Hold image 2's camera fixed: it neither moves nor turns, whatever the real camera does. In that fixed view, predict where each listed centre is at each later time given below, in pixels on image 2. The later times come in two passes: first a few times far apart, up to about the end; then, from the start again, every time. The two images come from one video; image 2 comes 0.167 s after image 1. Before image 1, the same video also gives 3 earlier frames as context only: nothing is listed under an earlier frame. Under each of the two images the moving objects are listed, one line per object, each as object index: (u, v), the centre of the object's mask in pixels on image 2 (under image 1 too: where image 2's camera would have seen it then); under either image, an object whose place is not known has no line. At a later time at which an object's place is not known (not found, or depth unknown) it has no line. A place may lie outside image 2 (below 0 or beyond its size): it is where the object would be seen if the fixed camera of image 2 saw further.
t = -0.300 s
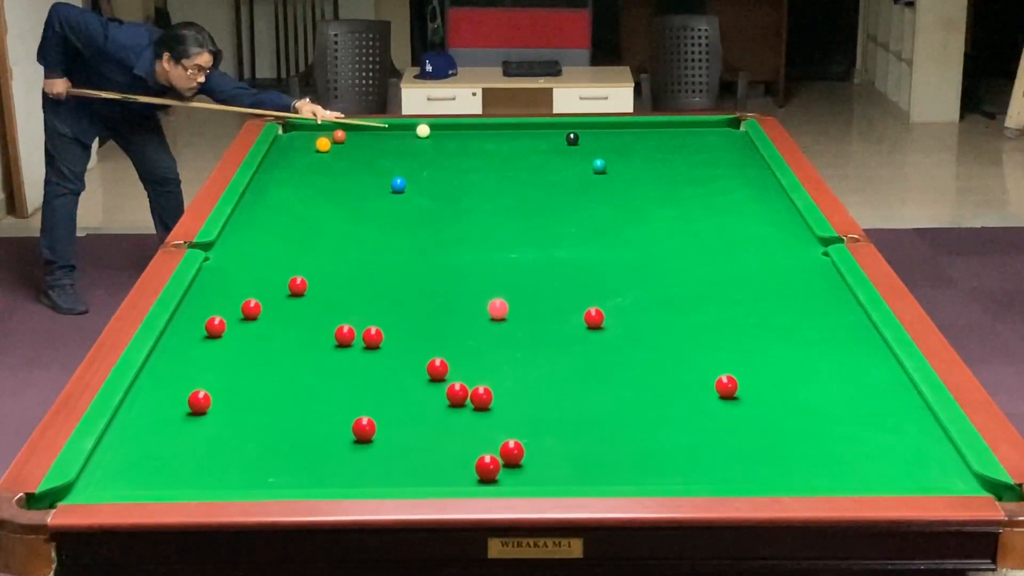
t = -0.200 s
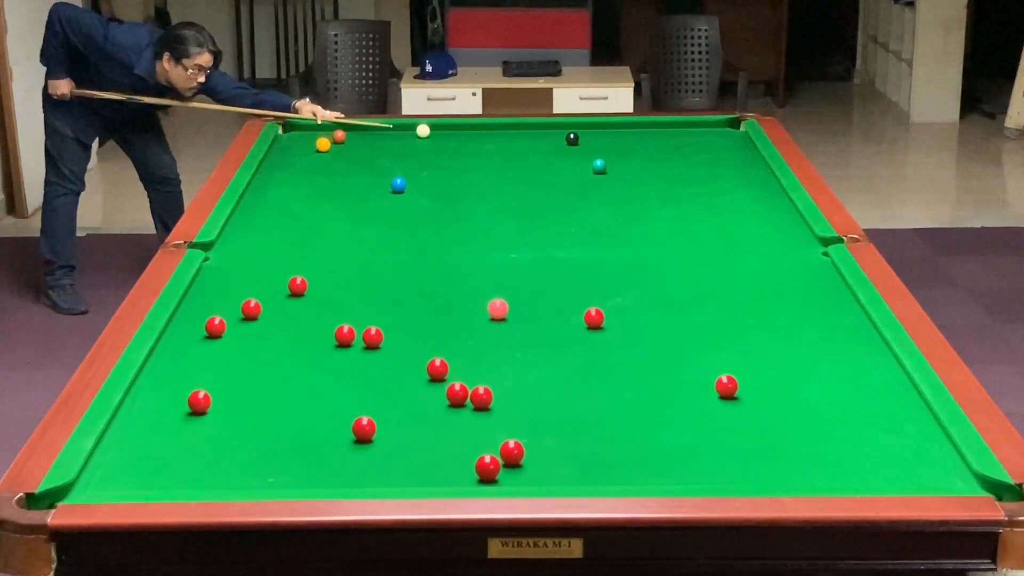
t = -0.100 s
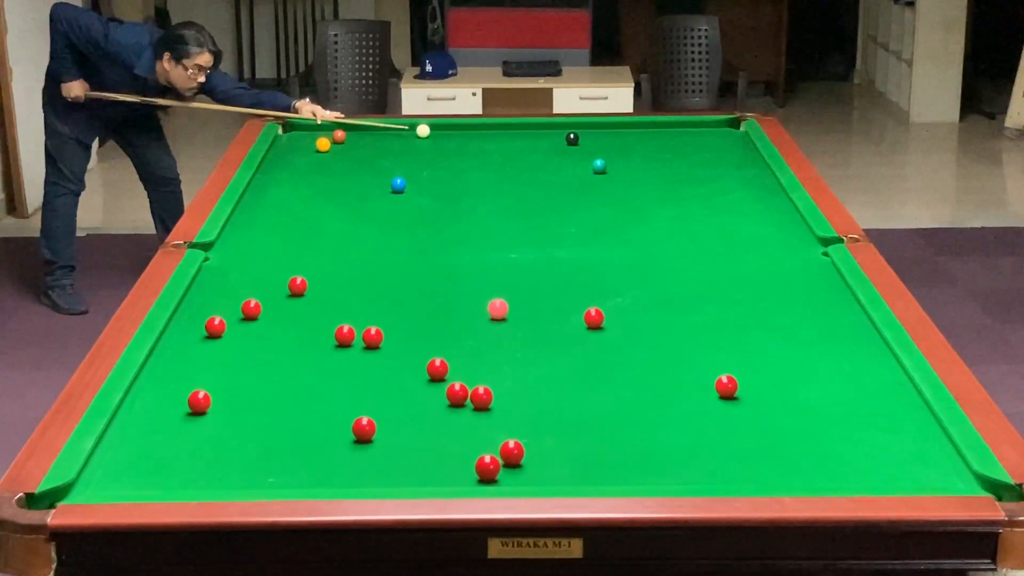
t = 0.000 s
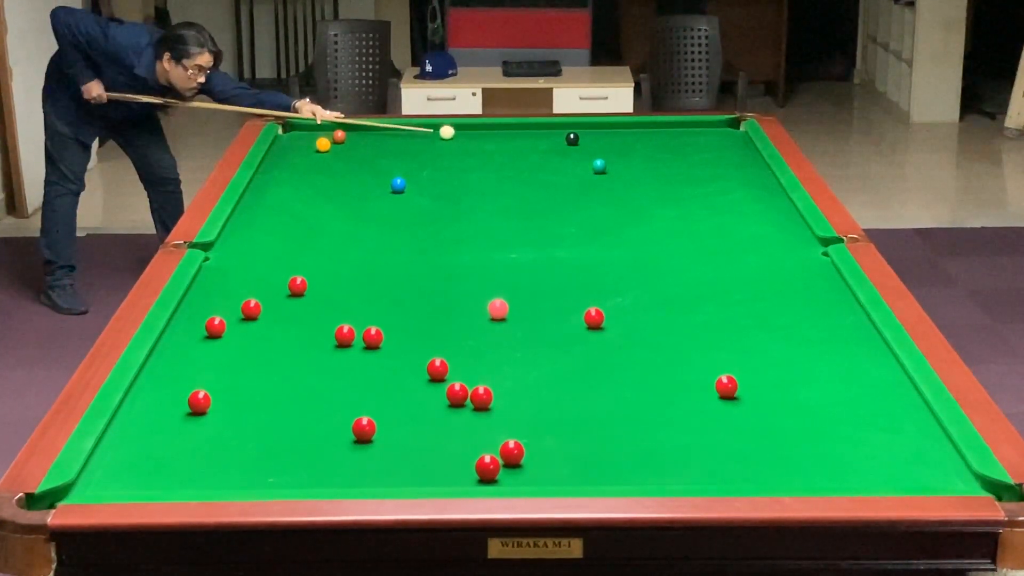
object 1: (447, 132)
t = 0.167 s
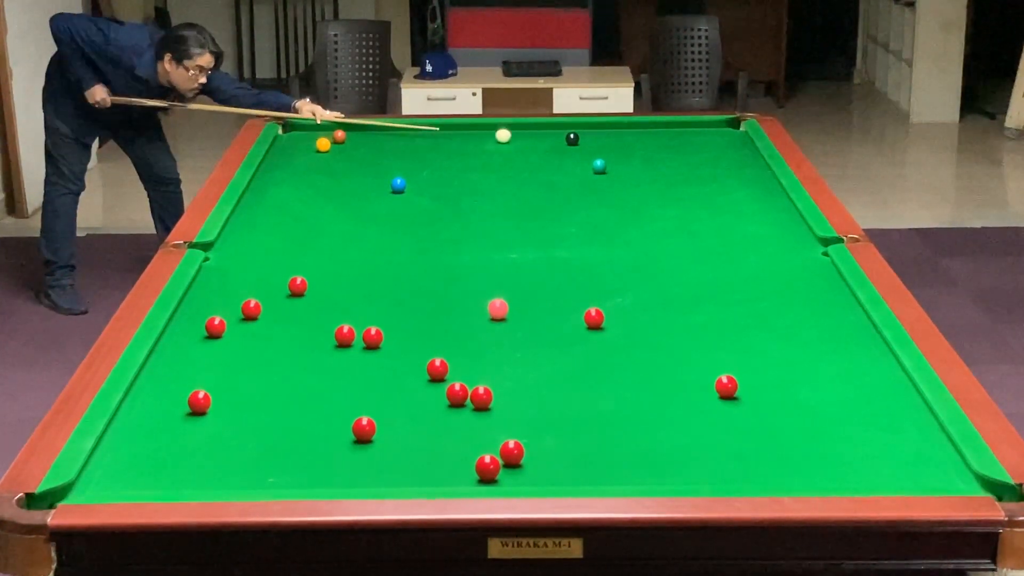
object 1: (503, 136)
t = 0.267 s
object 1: (537, 138)
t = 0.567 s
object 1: (594, 149)
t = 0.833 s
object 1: (639, 159)
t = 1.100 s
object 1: (684, 170)
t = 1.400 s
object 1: (736, 183)
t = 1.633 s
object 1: (778, 193)
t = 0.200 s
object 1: (514, 136)
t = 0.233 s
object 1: (525, 137)
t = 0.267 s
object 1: (537, 138)
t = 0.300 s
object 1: (548, 138)
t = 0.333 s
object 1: (559, 139)
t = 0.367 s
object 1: (563, 141)
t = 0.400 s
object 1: (568, 142)
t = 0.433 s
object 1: (573, 143)
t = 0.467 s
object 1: (578, 145)
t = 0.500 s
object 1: (584, 146)
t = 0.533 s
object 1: (589, 147)
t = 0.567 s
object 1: (594, 149)
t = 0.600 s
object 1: (600, 150)
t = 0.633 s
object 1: (606, 151)
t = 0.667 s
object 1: (611, 153)
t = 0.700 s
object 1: (616, 154)
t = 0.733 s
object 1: (622, 155)
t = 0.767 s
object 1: (628, 157)
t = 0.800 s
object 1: (633, 158)
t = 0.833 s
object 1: (639, 159)
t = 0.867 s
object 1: (644, 161)
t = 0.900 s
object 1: (650, 162)
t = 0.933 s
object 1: (656, 164)
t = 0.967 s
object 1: (661, 165)
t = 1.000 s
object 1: (667, 166)
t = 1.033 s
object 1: (673, 168)
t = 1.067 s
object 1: (678, 169)
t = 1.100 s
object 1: (684, 170)
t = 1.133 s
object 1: (690, 172)
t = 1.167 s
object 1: (696, 173)
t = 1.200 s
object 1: (701, 175)
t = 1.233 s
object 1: (707, 176)
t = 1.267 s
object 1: (713, 177)
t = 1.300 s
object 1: (719, 179)
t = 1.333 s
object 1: (725, 180)
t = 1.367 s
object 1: (731, 182)
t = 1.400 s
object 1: (736, 183)
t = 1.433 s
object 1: (742, 184)
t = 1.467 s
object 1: (748, 186)
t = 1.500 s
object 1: (754, 187)
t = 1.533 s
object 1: (760, 189)
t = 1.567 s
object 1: (766, 190)
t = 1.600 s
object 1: (772, 192)
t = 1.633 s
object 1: (778, 193)
